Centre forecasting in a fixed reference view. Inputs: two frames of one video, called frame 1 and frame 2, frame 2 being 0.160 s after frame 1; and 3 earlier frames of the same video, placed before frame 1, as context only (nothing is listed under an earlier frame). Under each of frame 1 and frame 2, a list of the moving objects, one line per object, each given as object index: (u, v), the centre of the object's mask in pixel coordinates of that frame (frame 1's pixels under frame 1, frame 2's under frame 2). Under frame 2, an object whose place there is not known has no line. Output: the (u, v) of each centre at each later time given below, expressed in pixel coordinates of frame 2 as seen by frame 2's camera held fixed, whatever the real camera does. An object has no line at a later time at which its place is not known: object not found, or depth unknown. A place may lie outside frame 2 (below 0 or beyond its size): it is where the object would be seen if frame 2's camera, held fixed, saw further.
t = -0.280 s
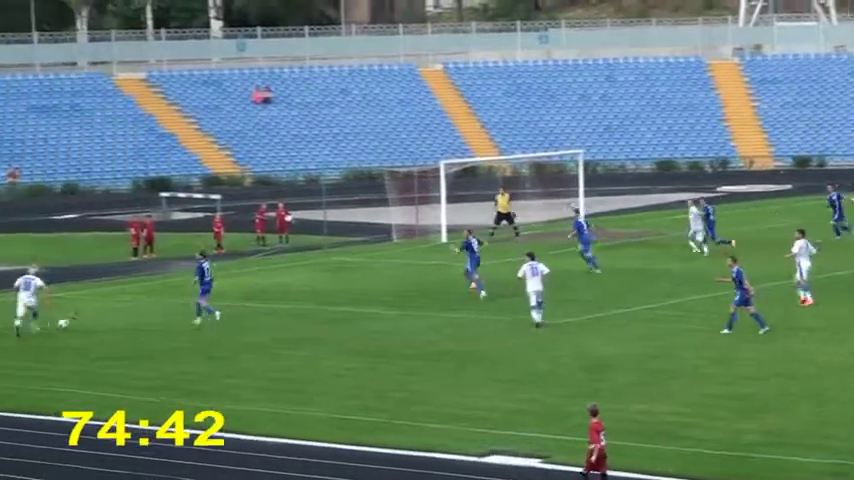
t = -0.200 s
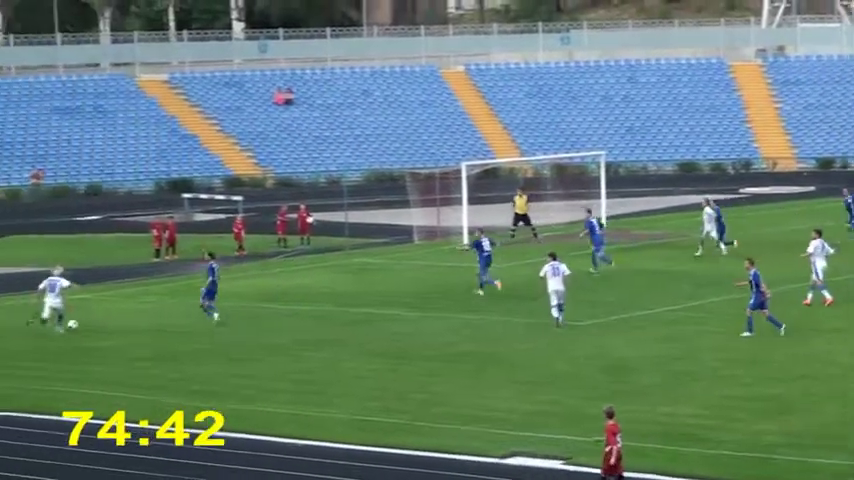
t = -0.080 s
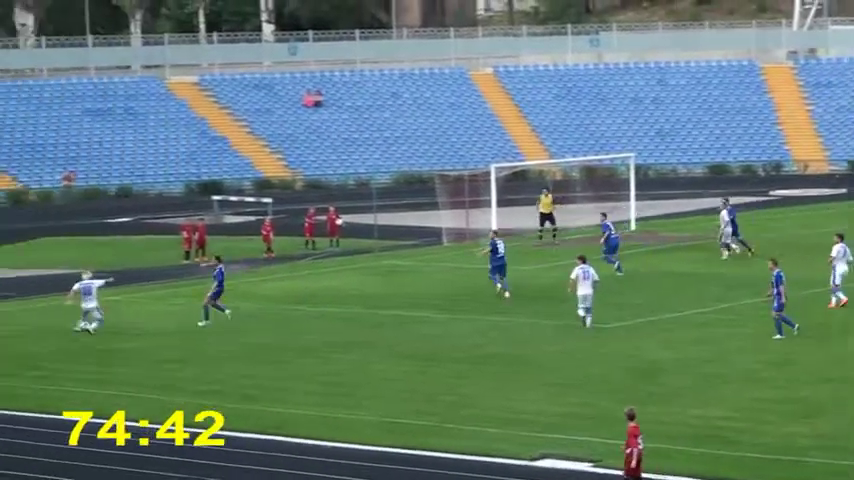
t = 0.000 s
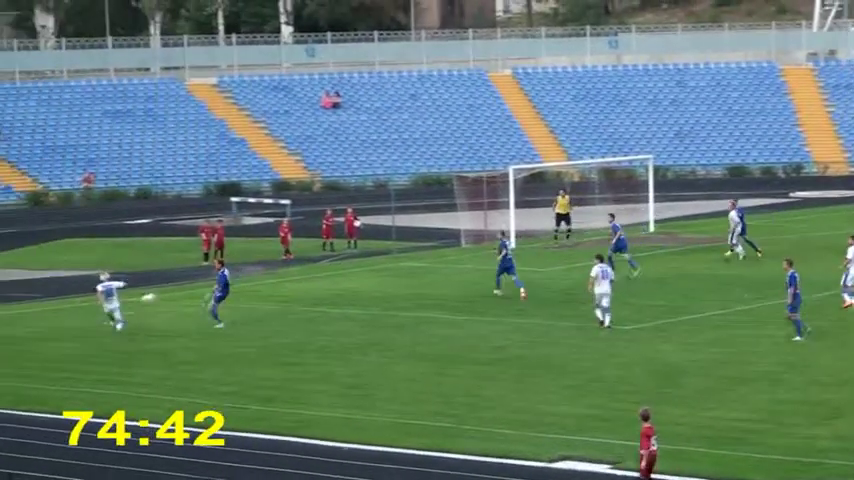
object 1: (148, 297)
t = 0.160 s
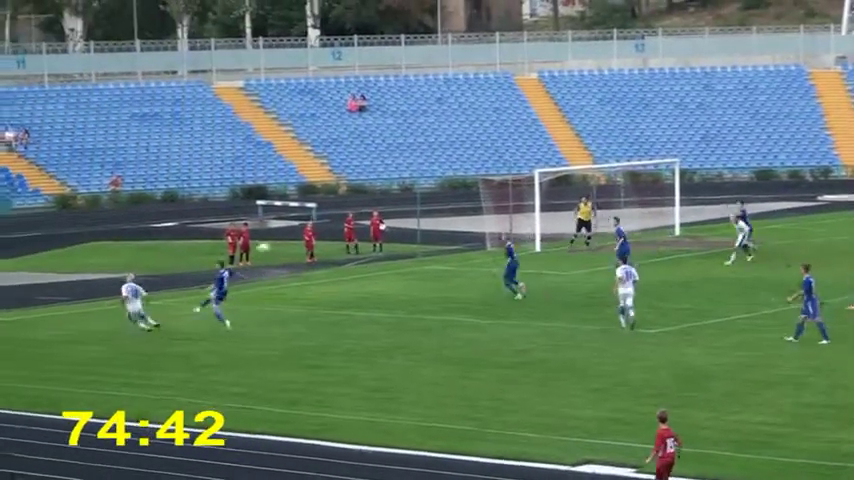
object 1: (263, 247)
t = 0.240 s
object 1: (303, 225)
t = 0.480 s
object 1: (413, 174)
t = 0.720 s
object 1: (508, 144)
